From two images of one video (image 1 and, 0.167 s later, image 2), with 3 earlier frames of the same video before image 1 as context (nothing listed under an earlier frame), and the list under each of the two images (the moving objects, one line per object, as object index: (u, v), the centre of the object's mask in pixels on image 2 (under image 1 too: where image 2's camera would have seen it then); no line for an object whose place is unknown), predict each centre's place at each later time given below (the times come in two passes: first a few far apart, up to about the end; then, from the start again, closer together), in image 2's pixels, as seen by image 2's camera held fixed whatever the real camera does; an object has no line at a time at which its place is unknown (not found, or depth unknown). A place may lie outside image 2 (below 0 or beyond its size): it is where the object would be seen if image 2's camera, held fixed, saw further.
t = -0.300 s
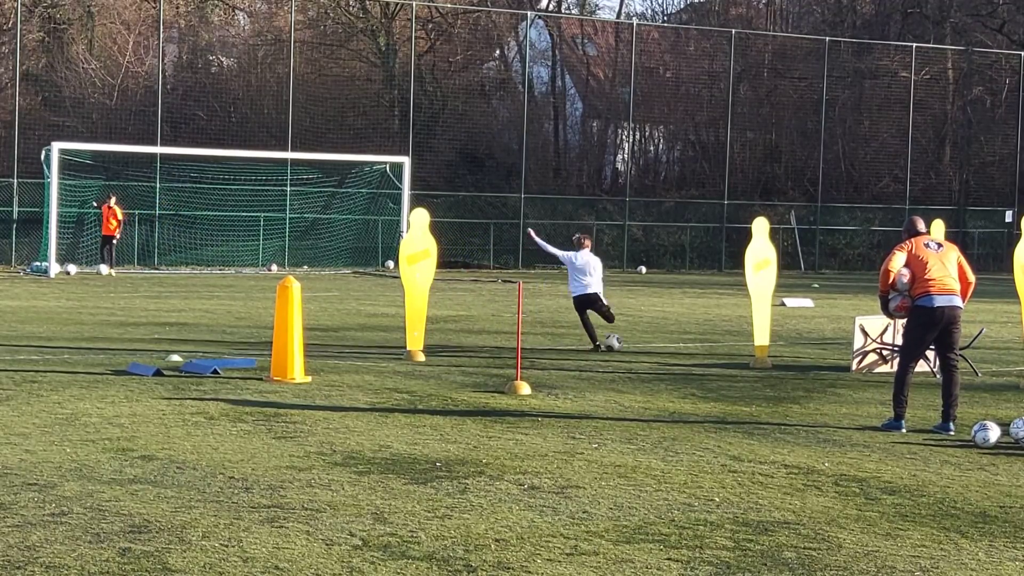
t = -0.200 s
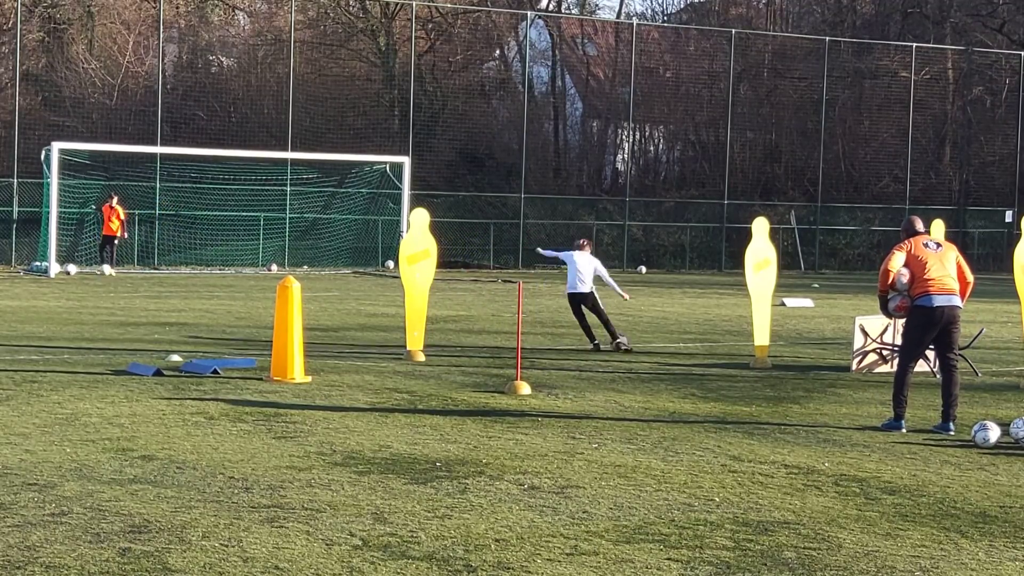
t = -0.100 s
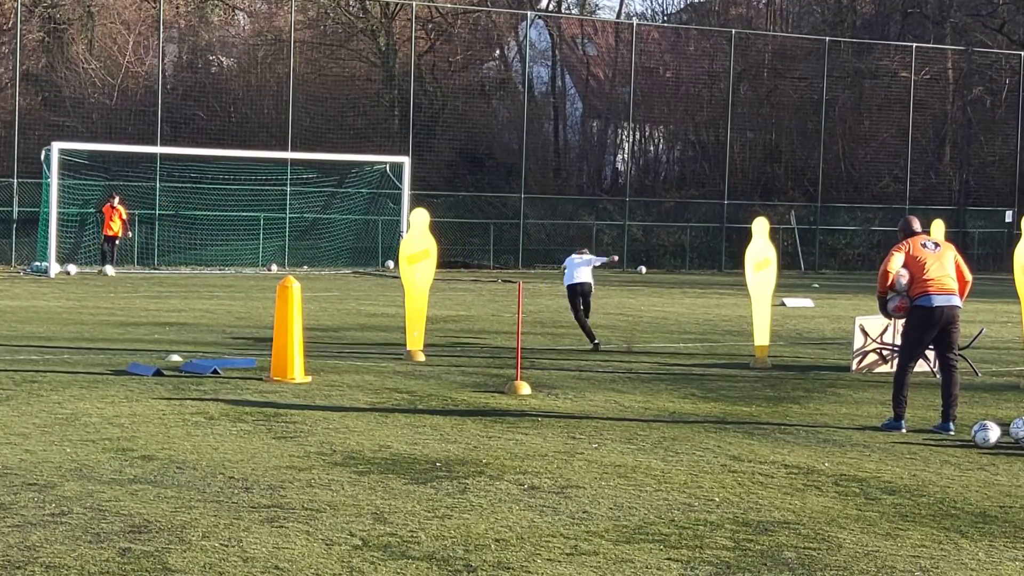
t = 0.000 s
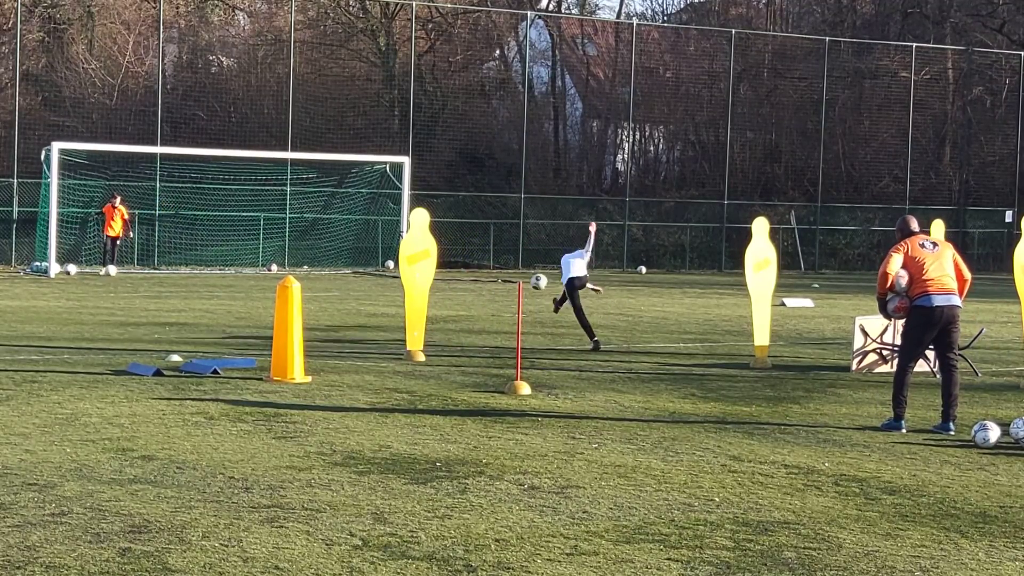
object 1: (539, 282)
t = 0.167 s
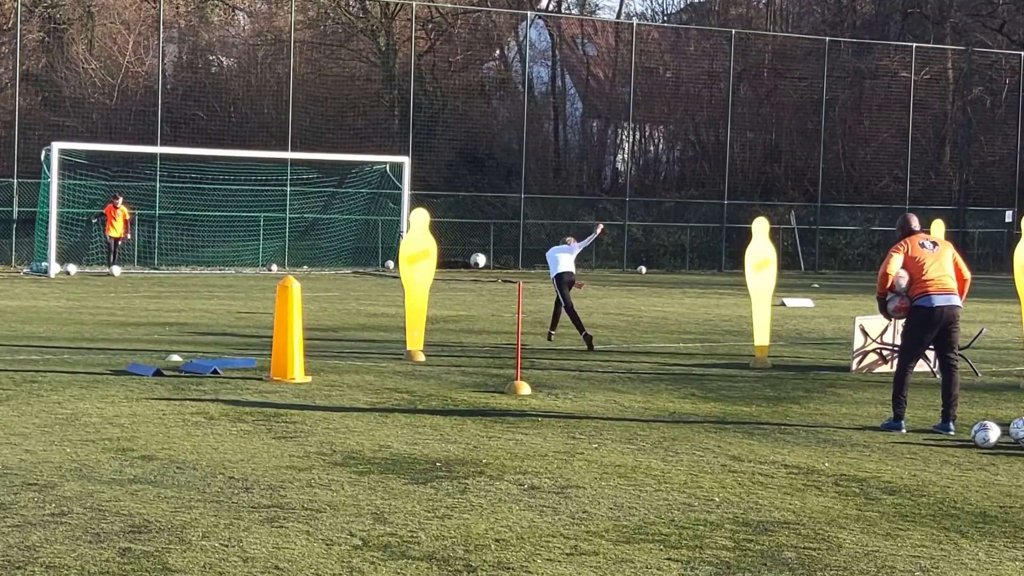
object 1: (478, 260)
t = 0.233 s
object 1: (456, 258)
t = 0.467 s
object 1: (392, 277)
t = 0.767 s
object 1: (339, 267)
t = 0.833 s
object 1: (330, 265)
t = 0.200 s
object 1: (467, 259)
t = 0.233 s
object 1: (456, 258)
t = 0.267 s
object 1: (446, 259)
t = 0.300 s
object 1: (440, 260)
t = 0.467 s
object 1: (392, 277)
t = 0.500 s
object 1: (383, 282)
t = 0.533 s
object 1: (375, 287)
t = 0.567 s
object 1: (368, 292)
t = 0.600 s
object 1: (363, 287)
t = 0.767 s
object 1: (339, 267)
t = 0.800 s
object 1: (334, 265)
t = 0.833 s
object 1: (330, 265)
